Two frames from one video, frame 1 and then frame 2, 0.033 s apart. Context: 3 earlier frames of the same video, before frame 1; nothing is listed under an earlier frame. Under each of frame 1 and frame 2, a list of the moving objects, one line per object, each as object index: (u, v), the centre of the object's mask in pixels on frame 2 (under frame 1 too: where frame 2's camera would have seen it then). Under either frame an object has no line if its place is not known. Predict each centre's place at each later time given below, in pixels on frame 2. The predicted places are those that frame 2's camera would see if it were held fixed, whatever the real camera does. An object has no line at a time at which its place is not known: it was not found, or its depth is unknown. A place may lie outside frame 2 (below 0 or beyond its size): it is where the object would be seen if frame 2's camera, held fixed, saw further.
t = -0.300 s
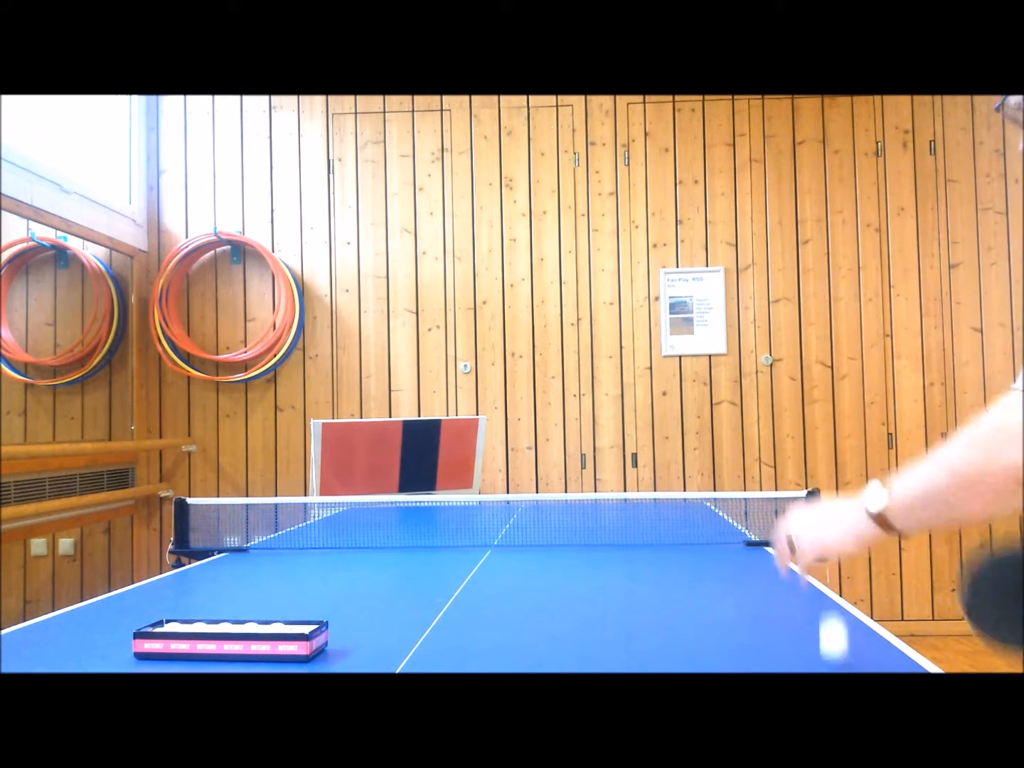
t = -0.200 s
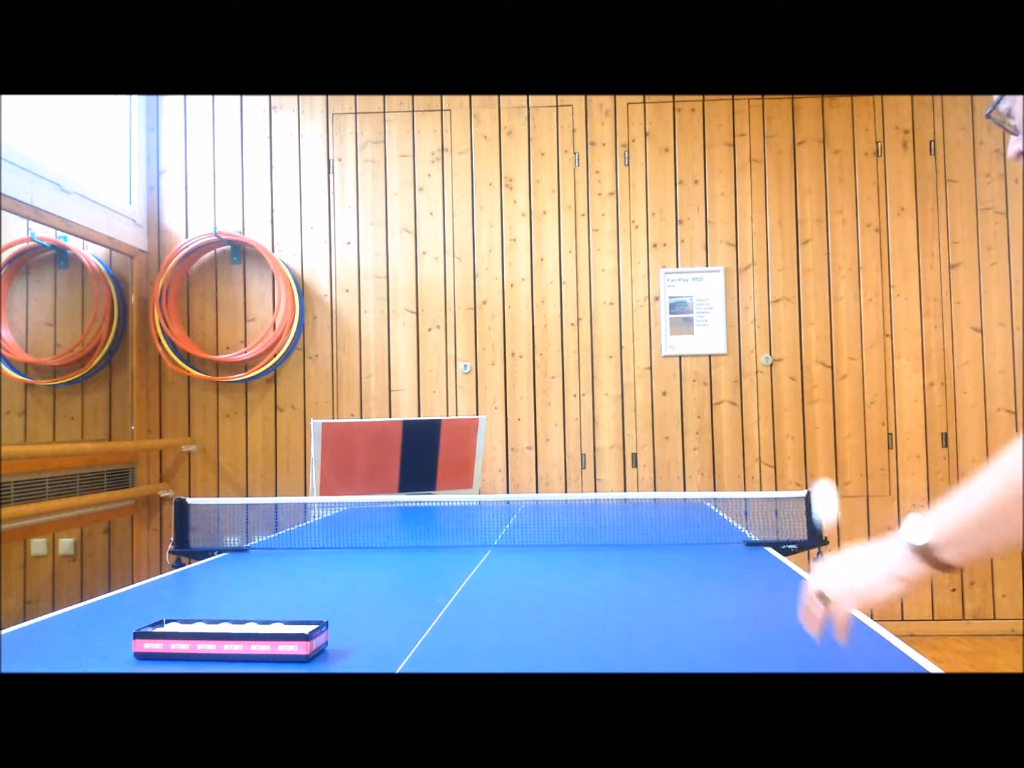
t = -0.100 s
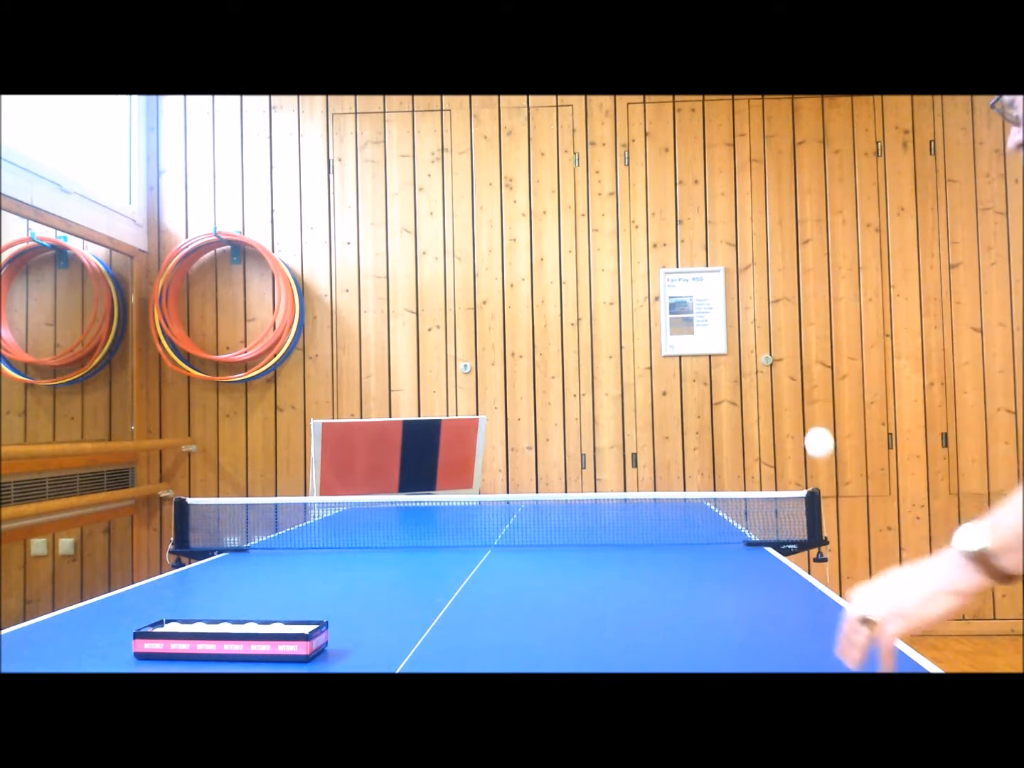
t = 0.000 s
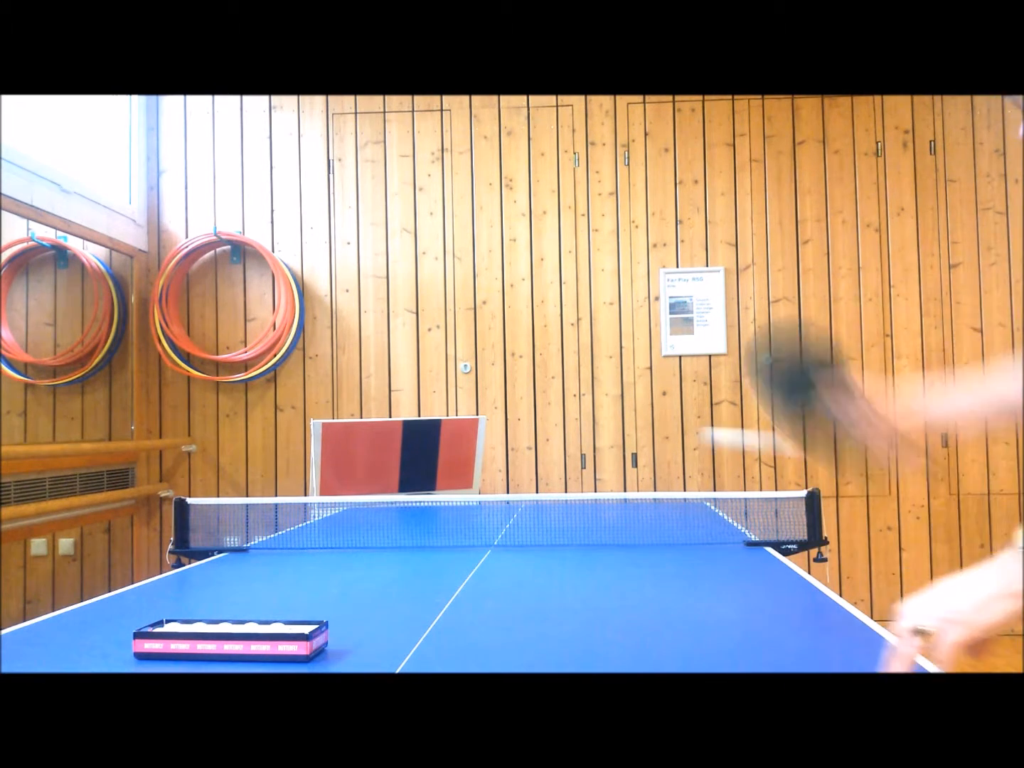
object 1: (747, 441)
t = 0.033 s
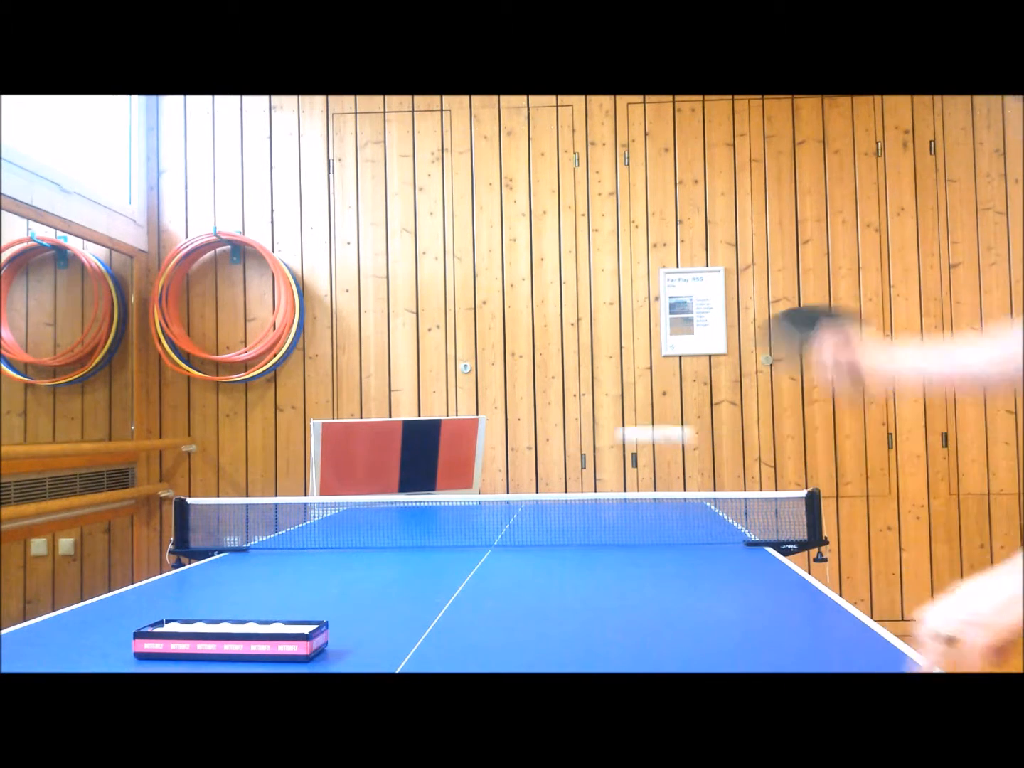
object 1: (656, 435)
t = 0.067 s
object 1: (587, 439)
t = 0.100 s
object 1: (539, 447)
